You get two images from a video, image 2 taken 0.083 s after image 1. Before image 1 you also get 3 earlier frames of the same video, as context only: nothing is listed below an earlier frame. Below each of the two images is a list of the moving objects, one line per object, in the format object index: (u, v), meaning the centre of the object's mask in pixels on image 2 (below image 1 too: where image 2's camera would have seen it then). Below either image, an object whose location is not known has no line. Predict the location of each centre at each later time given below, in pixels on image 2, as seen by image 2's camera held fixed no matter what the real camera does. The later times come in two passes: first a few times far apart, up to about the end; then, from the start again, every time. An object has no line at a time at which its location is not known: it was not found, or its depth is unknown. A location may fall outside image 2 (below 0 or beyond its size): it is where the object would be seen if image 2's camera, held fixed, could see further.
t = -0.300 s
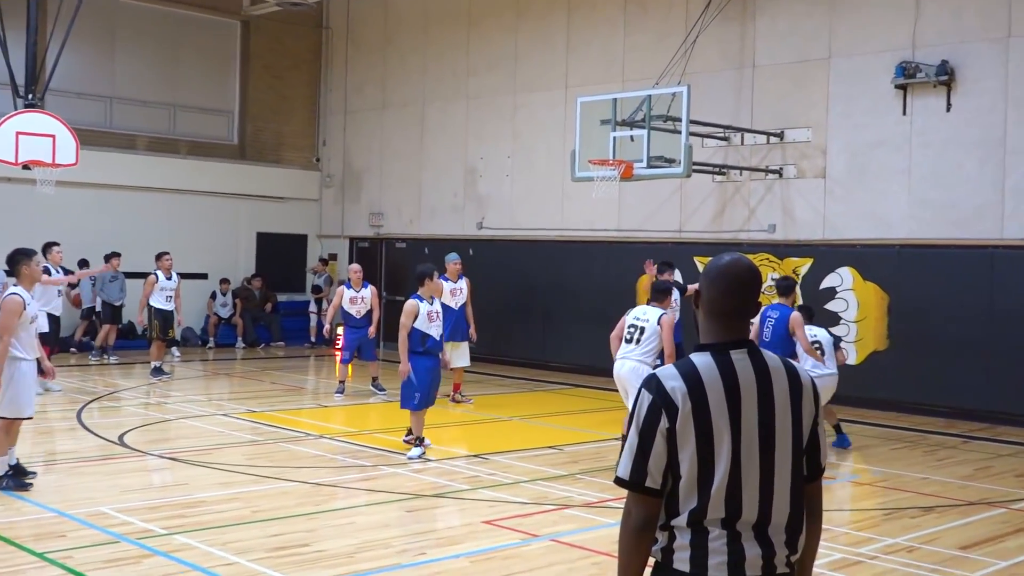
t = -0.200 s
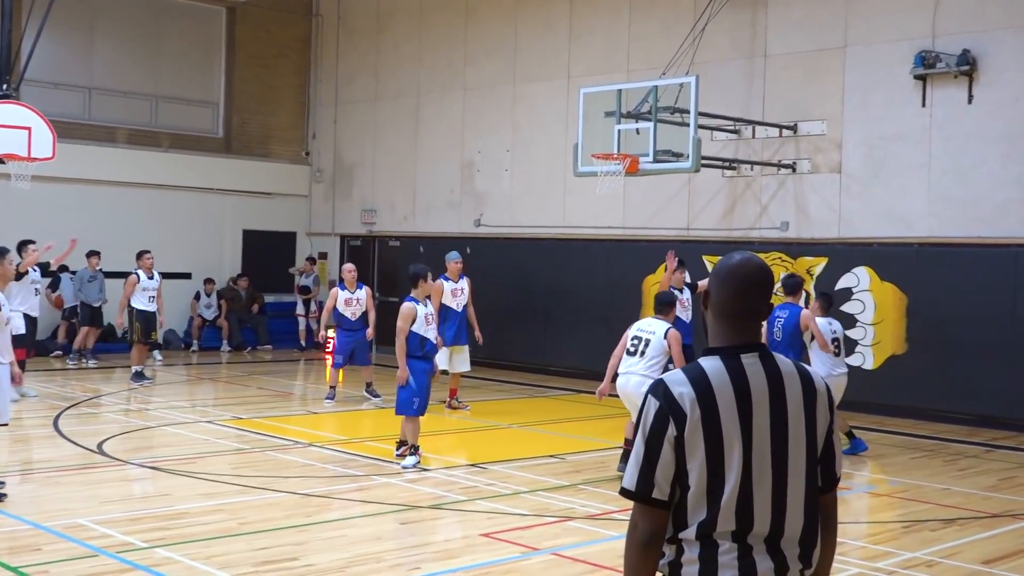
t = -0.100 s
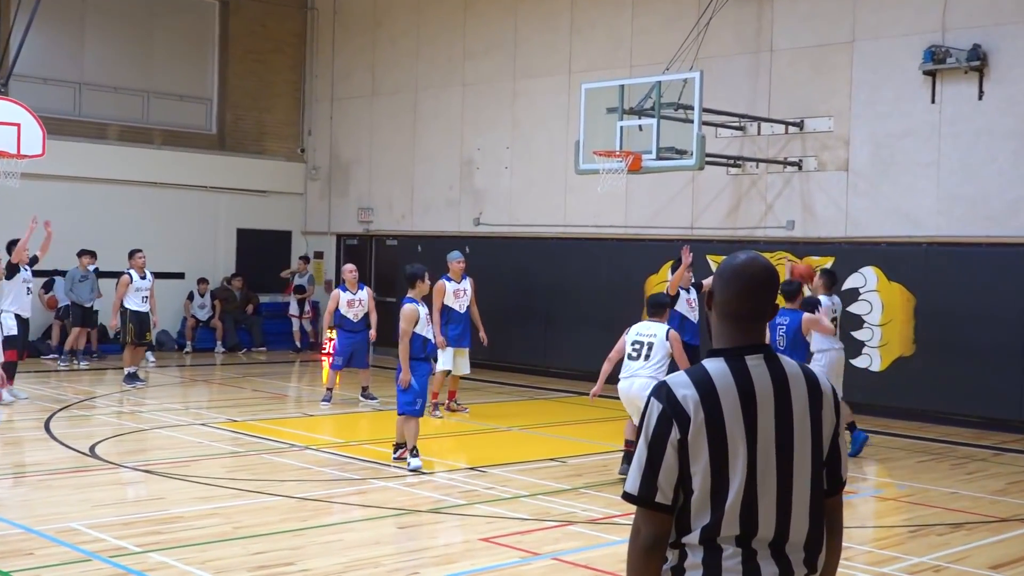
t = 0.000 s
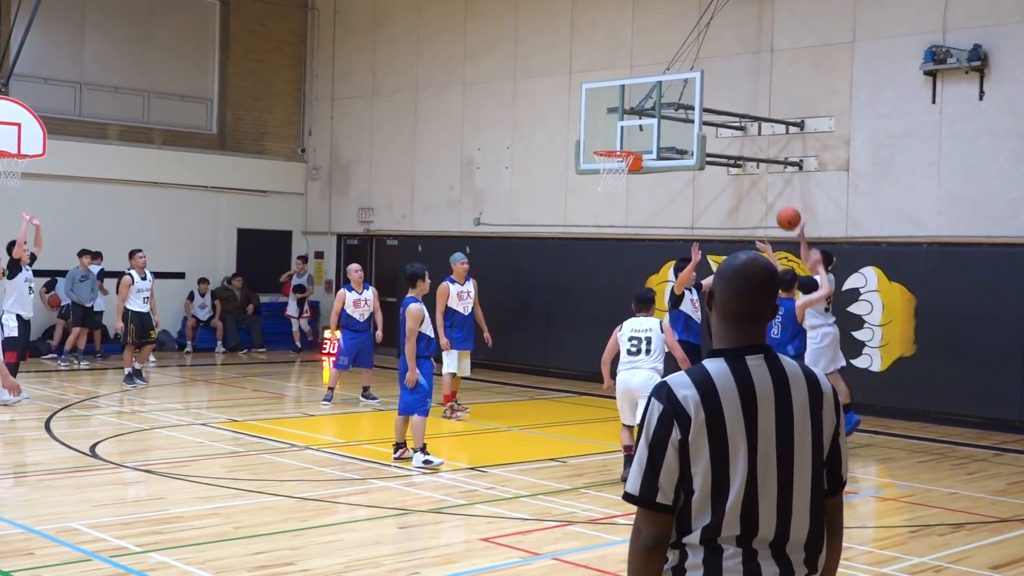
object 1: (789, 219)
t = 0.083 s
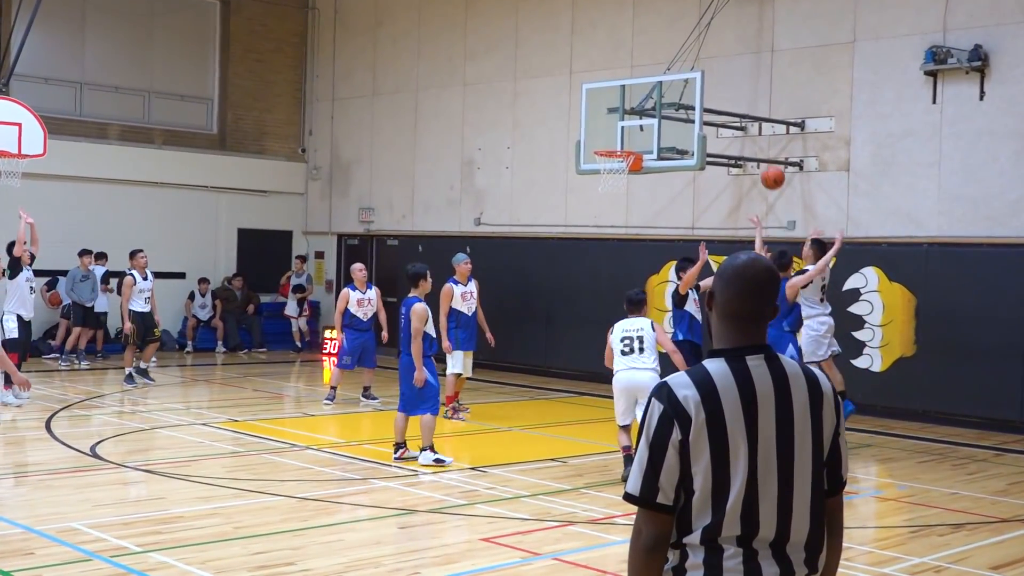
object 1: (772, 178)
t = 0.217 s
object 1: (747, 129)
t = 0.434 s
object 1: (710, 89)
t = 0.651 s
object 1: (674, 92)
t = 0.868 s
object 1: (638, 138)
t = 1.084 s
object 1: (661, 105)
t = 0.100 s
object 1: (770, 171)
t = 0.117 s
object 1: (766, 164)
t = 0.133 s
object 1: (763, 157)
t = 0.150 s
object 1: (760, 151)
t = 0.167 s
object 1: (756, 145)
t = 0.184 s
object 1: (753, 139)
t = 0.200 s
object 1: (750, 134)
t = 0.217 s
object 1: (747, 129)
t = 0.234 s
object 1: (744, 124)
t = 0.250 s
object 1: (742, 120)
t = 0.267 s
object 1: (739, 116)
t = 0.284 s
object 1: (735, 112)
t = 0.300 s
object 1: (733, 108)
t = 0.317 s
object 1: (730, 105)
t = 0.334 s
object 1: (727, 102)
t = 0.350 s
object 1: (724, 99)
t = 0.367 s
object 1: (721, 97)
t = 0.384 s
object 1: (718, 95)
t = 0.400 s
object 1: (716, 93)
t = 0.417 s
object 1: (712, 91)
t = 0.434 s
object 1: (710, 89)
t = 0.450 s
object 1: (707, 88)
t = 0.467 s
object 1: (704, 88)
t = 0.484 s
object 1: (701, 87)
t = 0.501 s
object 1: (698, 86)
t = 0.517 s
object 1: (696, 86)
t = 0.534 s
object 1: (693, 86)
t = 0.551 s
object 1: (690, 86)
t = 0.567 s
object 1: (687, 87)
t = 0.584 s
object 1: (684, 88)
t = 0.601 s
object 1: (681, 89)
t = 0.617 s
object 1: (679, 90)
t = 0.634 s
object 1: (676, 91)
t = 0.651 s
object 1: (674, 92)
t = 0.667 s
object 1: (671, 95)
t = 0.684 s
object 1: (668, 98)
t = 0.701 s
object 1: (665, 100)
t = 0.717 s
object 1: (662, 103)
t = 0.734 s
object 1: (660, 105)
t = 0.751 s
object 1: (657, 108)
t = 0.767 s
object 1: (654, 112)
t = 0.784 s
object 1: (651, 116)
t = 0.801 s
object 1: (649, 120)
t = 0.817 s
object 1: (646, 124)
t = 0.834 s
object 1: (643, 129)
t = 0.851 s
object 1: (641, 133)
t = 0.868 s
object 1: (638, 138)
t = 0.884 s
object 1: (635, 143)
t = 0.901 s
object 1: (637, 141)
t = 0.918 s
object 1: (639, 136)
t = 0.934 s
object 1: (641, 132)
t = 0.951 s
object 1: (643, 129)
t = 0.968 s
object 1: (646, 125)
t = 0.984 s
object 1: (648, 121)
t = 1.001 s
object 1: (650, 118)
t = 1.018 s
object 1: (652, 115)
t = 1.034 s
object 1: (654, 112)
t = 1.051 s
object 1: (656, 110)
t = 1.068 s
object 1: (658, 108)
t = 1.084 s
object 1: (661, 105)
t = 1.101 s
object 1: (663, 104)
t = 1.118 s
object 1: (665, 102)
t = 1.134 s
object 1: (667, 101)
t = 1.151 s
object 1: (669, 100)
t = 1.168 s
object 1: (672, 99)
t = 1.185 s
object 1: (674, 96)
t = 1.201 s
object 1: (676, 95)
